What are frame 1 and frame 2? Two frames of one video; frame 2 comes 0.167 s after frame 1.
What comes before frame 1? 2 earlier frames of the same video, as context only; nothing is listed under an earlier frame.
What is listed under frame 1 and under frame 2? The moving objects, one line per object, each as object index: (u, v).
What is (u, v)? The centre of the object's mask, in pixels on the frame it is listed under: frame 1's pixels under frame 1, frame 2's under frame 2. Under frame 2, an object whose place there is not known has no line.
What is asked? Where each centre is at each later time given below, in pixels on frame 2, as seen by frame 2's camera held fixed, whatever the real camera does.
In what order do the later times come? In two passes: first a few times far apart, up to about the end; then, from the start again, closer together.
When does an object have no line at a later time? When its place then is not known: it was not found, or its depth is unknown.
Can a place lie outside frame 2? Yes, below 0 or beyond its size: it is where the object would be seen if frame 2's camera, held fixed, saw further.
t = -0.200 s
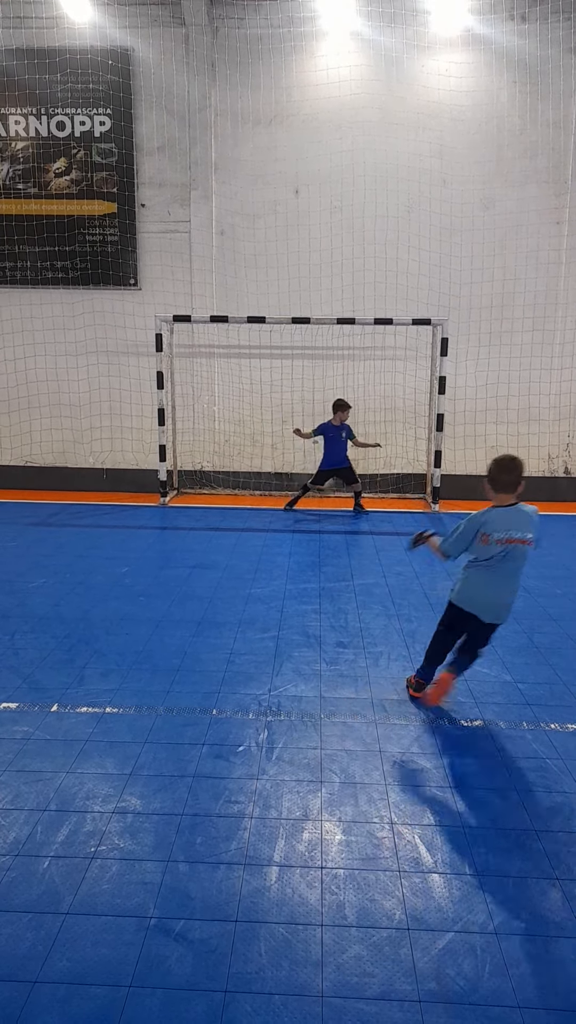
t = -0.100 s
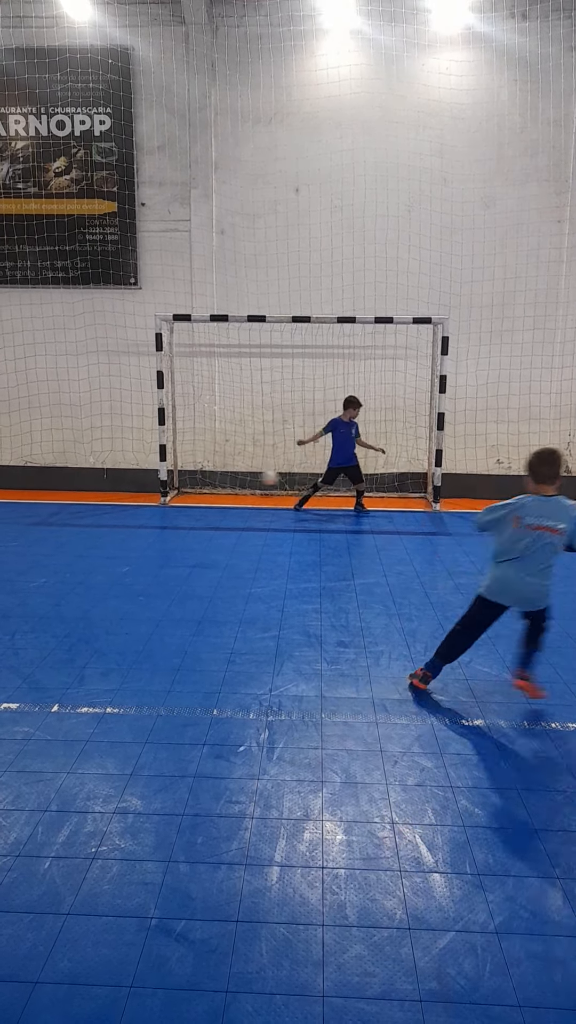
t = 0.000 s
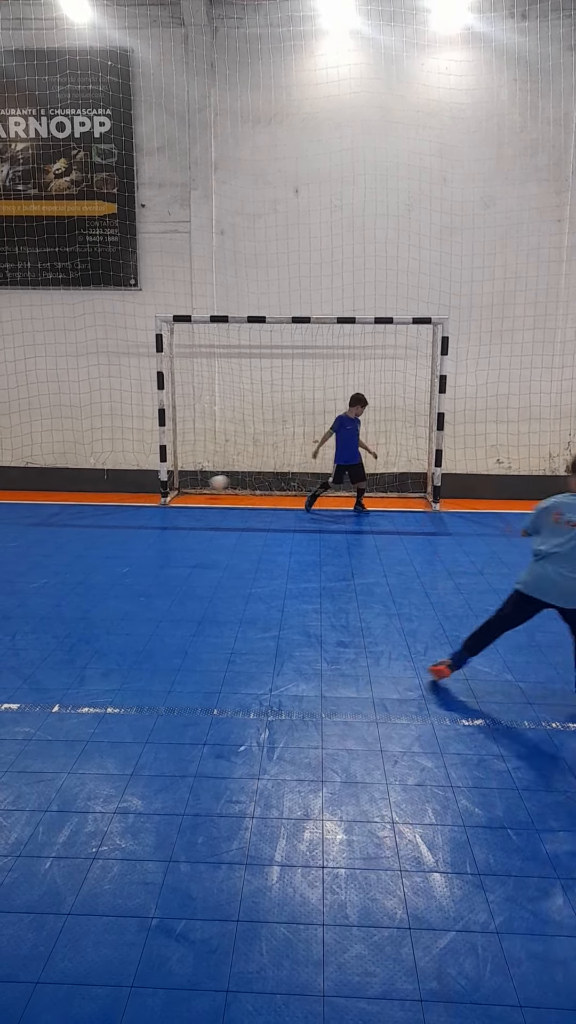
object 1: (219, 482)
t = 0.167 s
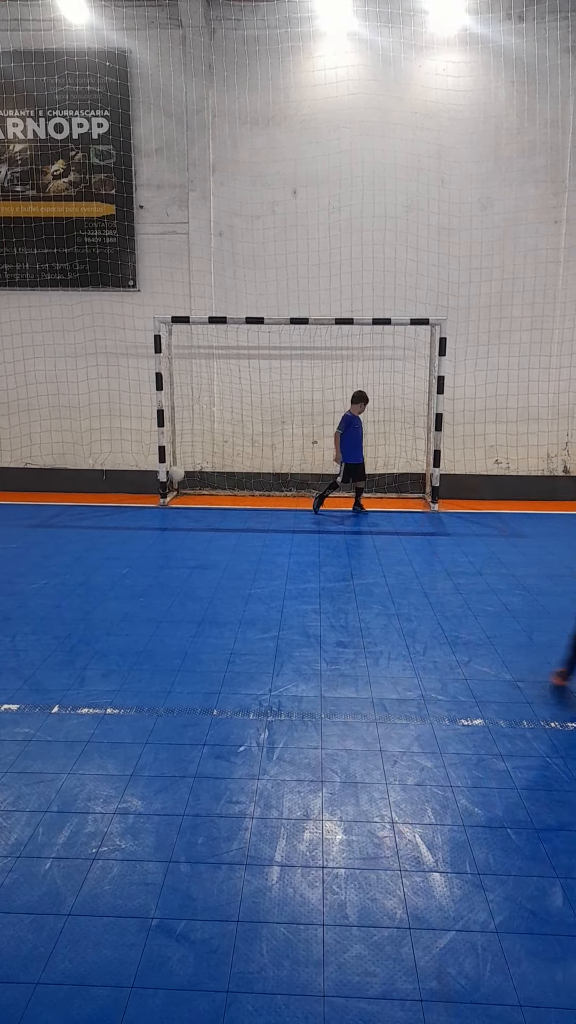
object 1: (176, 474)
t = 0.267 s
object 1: (179, 456)
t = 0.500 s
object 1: (186, 449)
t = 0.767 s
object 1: (198, 504)
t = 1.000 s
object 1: (195, 508)
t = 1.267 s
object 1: (185, 530)
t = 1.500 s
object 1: (177, 539)
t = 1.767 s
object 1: (166, 563)
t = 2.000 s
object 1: (155, 575)
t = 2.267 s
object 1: (142, 589)
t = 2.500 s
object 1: (130, 601)
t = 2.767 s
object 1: (116, 616)
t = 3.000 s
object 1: (106, 629)
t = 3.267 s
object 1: (94, 645)
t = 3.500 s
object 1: (85, 662)
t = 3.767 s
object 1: (75, 682)
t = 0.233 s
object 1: (179, 461)
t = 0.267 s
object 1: (179, 456)
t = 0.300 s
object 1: (181, 453)
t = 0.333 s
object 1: (182, 449)
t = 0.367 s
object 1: (182, 447)
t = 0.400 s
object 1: (183, 446)
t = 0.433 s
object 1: (185, 446)
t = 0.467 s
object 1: (186, 447)
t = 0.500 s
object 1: (186, 449)
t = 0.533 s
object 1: (188, 451)
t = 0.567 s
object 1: (190, 455)
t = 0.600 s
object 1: (191, 461)
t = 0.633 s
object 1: (192, 468)
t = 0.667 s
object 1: (194, 475)
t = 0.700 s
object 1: (195, 483)
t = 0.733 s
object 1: (196, 493)
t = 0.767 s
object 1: (198, 504)
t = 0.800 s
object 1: (200, 517)
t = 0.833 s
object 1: (200, 531)
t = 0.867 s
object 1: (199, 525)
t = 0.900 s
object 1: (198, 519)
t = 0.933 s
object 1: (197, 514)
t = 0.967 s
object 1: (196, 511)
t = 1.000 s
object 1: (195, 508)
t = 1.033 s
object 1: (193, 507)
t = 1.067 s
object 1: (192, 506)
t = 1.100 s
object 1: (191, 507)
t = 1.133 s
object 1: (190, 509)
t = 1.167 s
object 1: (188, 513)
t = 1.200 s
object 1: (187, 517)
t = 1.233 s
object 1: (186, 523)
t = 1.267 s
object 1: (185, 530)
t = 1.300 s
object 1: (184, 539)
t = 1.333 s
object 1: (182, 550)
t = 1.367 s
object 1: (181, 548)
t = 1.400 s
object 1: (179, 544)
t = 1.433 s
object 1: (179, 541)
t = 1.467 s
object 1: (178, 539)
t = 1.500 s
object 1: (177, 539)
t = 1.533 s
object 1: (175, 540)
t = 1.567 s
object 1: (174, 542)
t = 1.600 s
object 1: (173, 546)
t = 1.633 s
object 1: (171, 550)
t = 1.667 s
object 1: (171, 557)
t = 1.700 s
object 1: (170, 565)
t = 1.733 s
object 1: (168, 564)
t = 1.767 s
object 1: (166, 563)
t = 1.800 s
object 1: (165, 562)
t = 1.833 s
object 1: (163, 563)
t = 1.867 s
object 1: (161, 565)
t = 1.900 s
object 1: (160, 569)
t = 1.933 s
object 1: (159, 574)
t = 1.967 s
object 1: (157, 575)
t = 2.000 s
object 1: (155, 575)
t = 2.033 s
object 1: (153, 577)
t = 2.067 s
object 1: (151, 580)
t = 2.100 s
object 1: (150, 581)
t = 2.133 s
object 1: (148, 582)
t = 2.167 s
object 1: (147, 584)
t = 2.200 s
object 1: (146, 586)
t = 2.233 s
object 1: (144, 587)
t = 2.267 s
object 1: (142, 589)
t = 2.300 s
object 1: (140, 591)
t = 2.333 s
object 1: (138, 593)
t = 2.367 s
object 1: (136, 595)
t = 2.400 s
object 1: (135, 596)
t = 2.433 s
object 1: (133, 598)
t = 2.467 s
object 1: (131, 599)
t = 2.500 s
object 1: (130, 601)
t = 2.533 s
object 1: (129, 603)
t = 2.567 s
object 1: (127, 604)
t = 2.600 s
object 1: (125, 606)
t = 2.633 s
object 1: (123, 608)
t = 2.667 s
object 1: (121, 610)
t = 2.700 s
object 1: (119, 612)
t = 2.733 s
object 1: (118, 614)
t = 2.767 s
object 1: (116, 616)
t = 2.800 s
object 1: (115, 617)
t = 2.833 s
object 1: (113, 619)
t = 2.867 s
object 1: (112, 621)
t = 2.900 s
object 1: (111, 623)
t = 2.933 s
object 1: (109, 625)
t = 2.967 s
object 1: (107, 627)
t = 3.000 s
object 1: (106, 629)
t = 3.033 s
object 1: (104, 631)
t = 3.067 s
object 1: (102, 633)
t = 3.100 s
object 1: (101, 635)
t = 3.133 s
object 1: (99, 637)
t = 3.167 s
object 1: (98, 639)
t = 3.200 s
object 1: (96, 641)
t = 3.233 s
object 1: (95, 643)
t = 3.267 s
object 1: (94, 645)
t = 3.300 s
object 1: (93, 647)
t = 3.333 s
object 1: (91, 650)
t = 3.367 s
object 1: (90, 652)
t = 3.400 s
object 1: (89, 655)
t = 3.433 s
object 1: (88, 657)
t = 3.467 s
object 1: (86, 660)
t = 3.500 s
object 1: (85, 662)
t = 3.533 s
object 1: (83, 664)
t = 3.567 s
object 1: (82, 667)
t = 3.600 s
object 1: (81, 670)
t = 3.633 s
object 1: (80, 672)
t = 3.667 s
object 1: (78, 675)
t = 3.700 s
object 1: (77, 677)
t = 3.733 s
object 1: (76, 679)
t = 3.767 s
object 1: (75, 682)
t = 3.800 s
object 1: (75, 684)
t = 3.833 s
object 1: (74, 687)
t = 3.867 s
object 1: (73, 689)
